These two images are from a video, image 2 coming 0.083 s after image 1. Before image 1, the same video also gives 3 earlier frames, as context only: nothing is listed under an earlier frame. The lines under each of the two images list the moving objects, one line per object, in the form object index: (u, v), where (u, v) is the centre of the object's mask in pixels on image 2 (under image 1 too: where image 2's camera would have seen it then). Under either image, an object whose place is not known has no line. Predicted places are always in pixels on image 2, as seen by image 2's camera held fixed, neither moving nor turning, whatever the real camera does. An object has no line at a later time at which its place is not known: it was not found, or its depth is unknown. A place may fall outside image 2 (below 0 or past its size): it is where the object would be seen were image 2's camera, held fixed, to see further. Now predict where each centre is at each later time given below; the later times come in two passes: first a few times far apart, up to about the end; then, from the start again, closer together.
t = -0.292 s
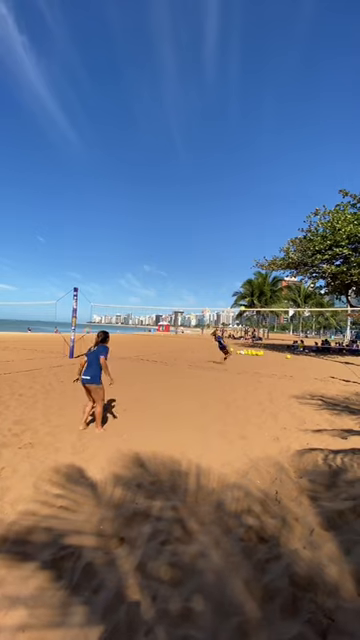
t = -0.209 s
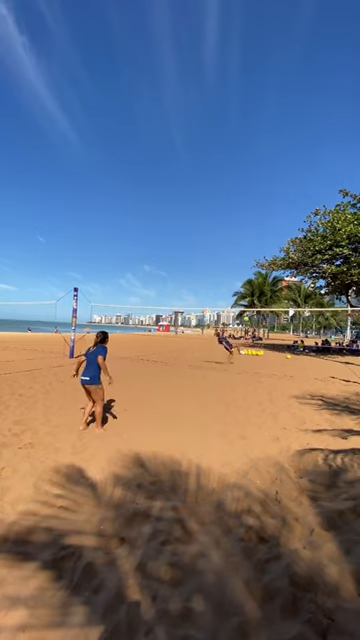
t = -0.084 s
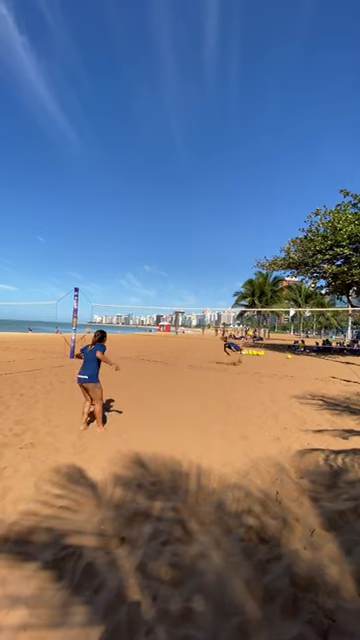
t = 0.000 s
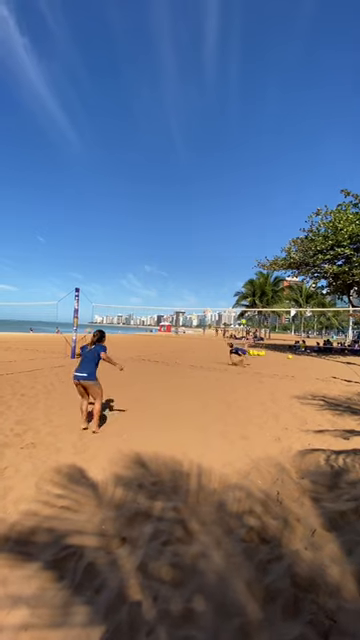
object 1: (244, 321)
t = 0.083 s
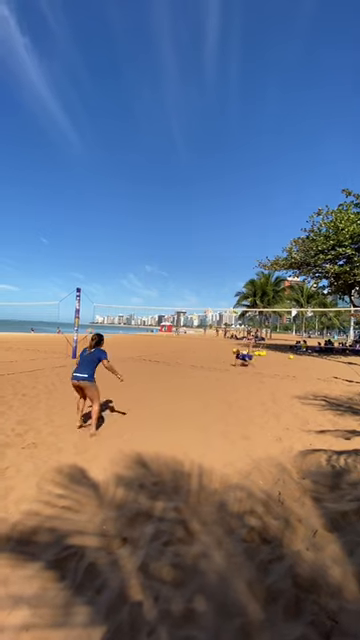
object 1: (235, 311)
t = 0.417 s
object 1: (191, 278)
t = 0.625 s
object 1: (150, 272)
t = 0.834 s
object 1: (94, 286)
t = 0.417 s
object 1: (191, 278)
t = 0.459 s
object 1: (184, 276)
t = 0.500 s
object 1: (176, 274)
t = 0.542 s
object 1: (168, 273)
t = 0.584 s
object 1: (159, 272)
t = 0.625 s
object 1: (150, 272)
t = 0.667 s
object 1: (140, 273)
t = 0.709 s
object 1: (130, 275)
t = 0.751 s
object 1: (119, 277)
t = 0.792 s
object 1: (107, 281)
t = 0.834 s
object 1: (94, 286)
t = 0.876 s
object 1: (81, 292)
